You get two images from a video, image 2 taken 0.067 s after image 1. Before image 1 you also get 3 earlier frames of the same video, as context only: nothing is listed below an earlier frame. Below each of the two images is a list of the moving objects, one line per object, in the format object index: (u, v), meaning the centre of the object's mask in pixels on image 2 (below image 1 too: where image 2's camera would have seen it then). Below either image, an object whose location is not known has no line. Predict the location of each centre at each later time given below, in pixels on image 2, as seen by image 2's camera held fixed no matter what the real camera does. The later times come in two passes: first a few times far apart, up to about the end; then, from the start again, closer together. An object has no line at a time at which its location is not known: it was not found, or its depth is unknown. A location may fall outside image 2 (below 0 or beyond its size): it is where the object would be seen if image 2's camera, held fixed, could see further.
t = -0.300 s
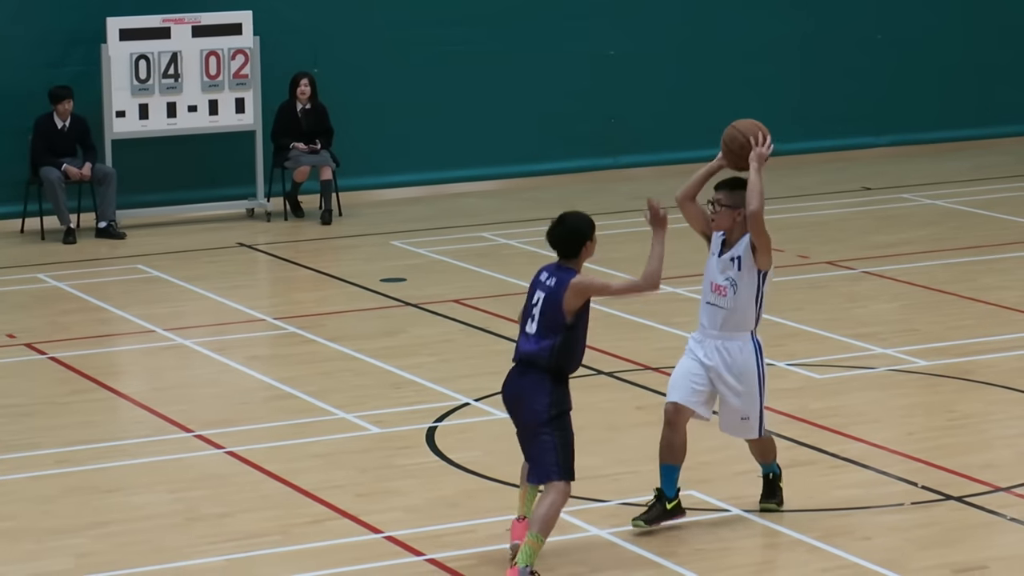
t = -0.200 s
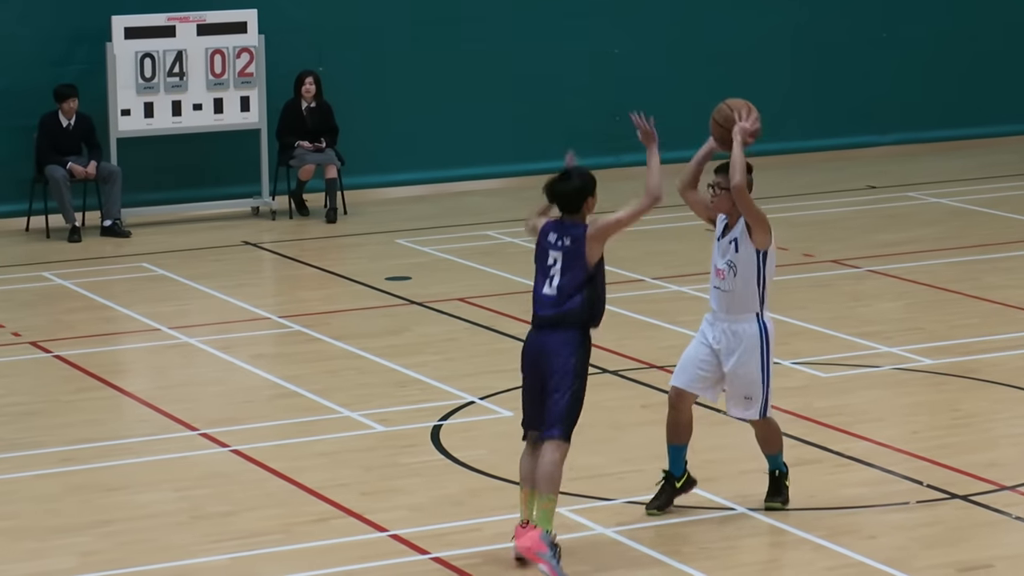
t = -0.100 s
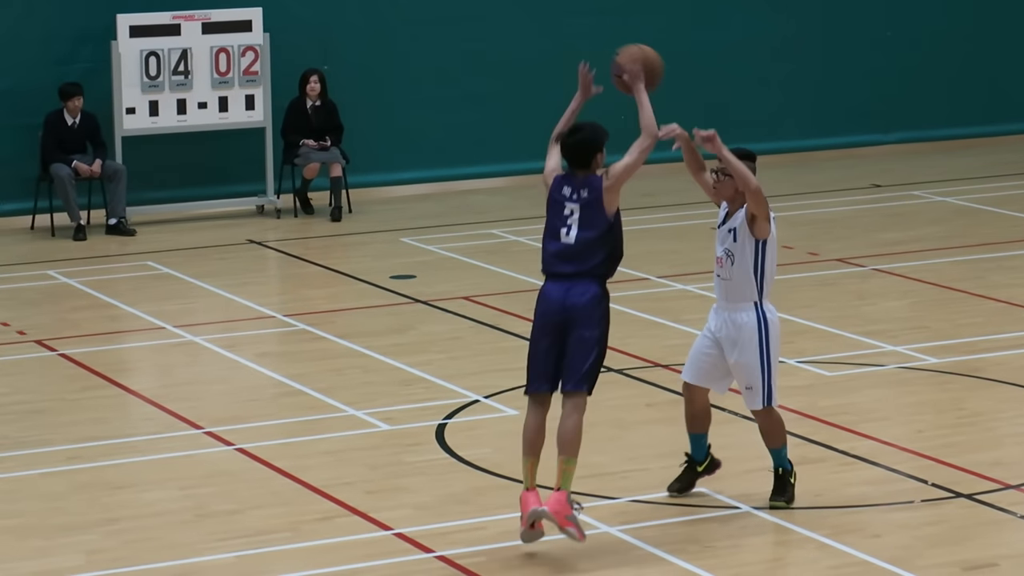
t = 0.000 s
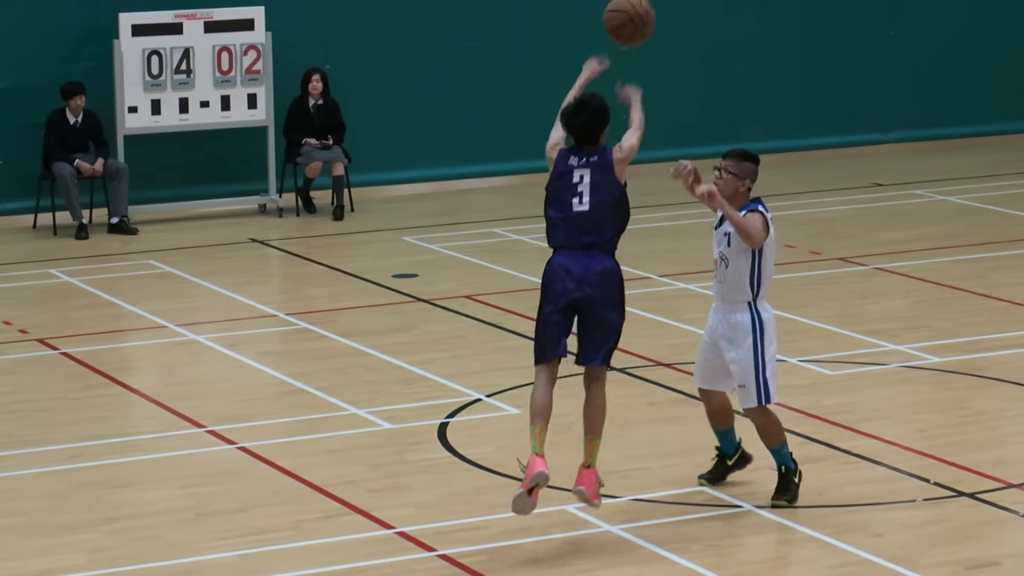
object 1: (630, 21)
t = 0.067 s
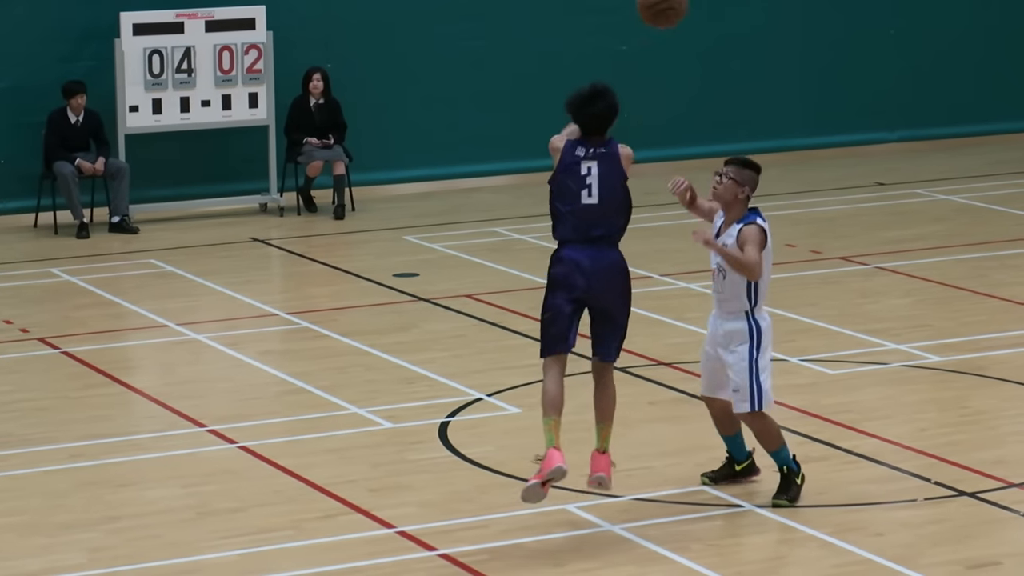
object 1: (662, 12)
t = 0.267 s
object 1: (749, 14)
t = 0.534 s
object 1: (857, 123)
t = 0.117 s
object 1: (685, 9)
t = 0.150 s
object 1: (700, 8)
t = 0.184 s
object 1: (714, 9)
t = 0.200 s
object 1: (720, 9)
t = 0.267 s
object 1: (749, 14)
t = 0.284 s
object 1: (756, 15)
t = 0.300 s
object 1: (763, 18)
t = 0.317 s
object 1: (770, 21)
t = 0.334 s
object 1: (777, 24)
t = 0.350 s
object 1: (784, 30)
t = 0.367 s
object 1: (791, 37)
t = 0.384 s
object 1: (798, 43)
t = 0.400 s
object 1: (805, 50)
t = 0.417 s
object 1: (811, 58)
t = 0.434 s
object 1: (818, 66)
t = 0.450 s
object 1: (825, 74)
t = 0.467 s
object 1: (831, 83)
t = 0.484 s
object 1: (837, 93)
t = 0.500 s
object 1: (844, 102)
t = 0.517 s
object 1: (851, 113)
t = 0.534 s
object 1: (857, 123)
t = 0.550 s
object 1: (863, 134)
